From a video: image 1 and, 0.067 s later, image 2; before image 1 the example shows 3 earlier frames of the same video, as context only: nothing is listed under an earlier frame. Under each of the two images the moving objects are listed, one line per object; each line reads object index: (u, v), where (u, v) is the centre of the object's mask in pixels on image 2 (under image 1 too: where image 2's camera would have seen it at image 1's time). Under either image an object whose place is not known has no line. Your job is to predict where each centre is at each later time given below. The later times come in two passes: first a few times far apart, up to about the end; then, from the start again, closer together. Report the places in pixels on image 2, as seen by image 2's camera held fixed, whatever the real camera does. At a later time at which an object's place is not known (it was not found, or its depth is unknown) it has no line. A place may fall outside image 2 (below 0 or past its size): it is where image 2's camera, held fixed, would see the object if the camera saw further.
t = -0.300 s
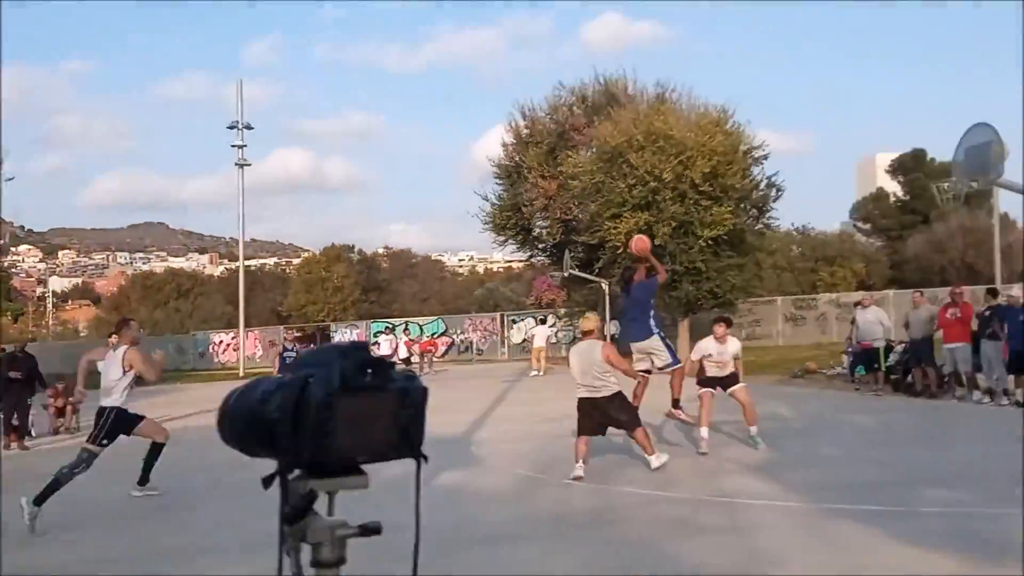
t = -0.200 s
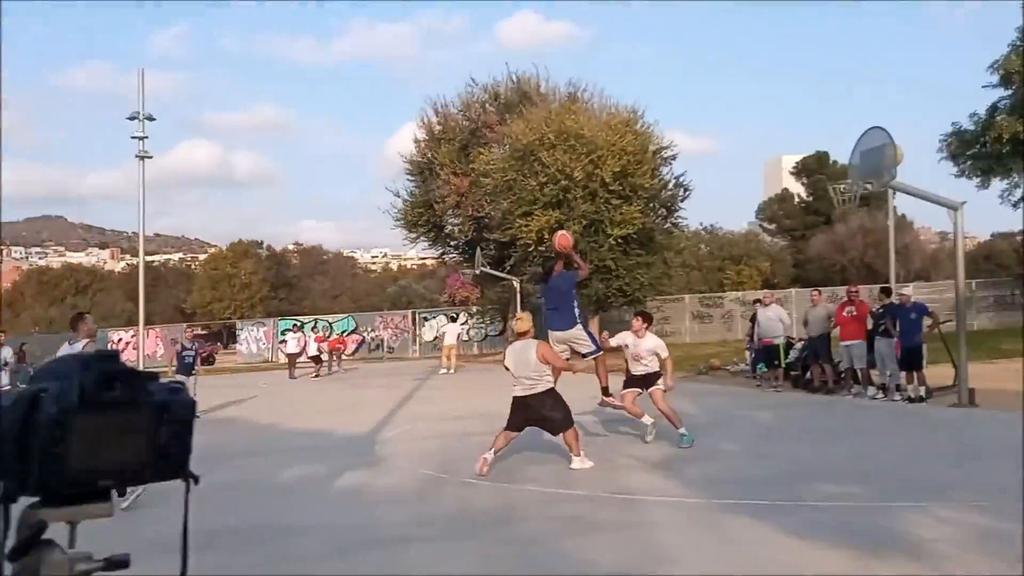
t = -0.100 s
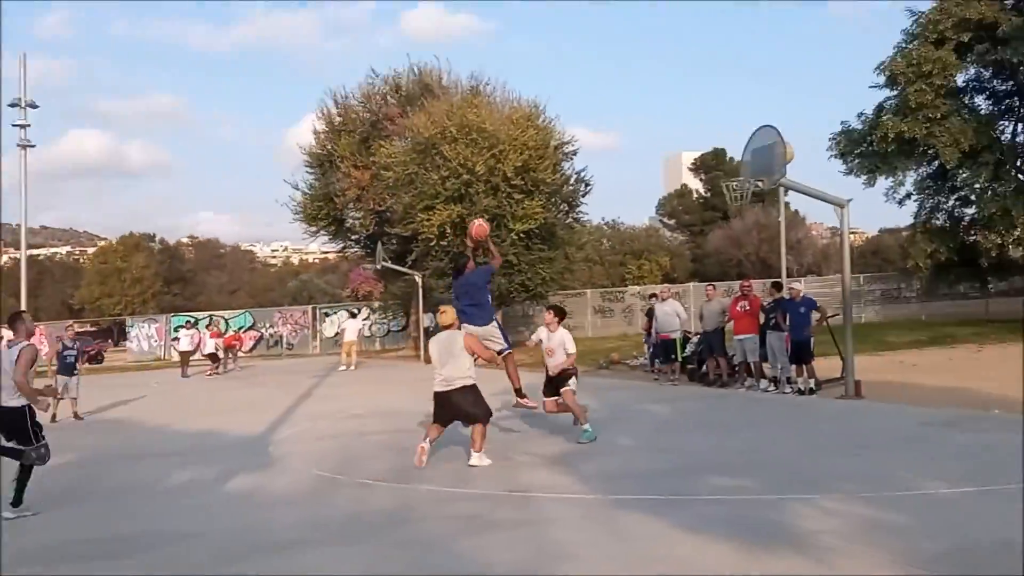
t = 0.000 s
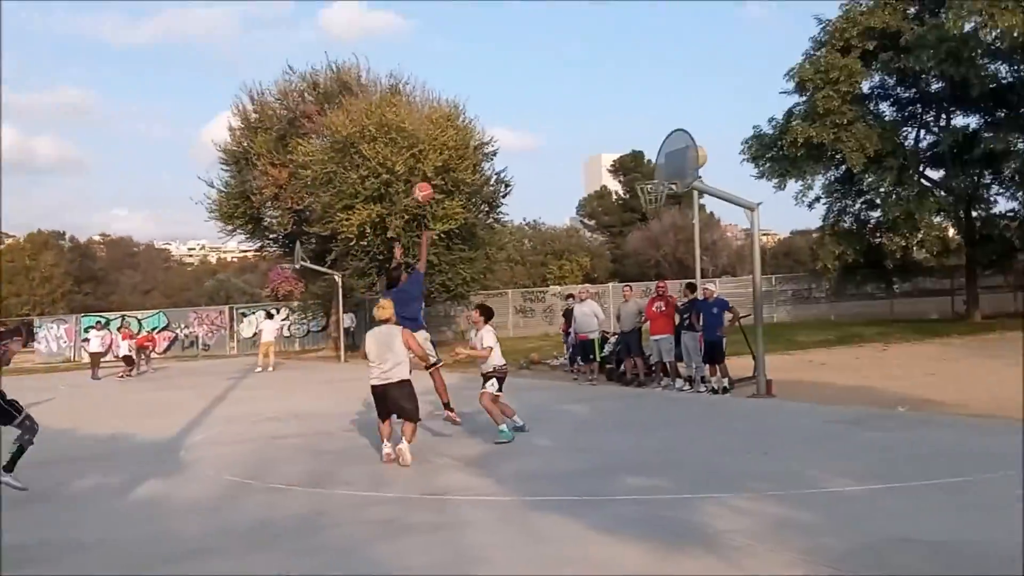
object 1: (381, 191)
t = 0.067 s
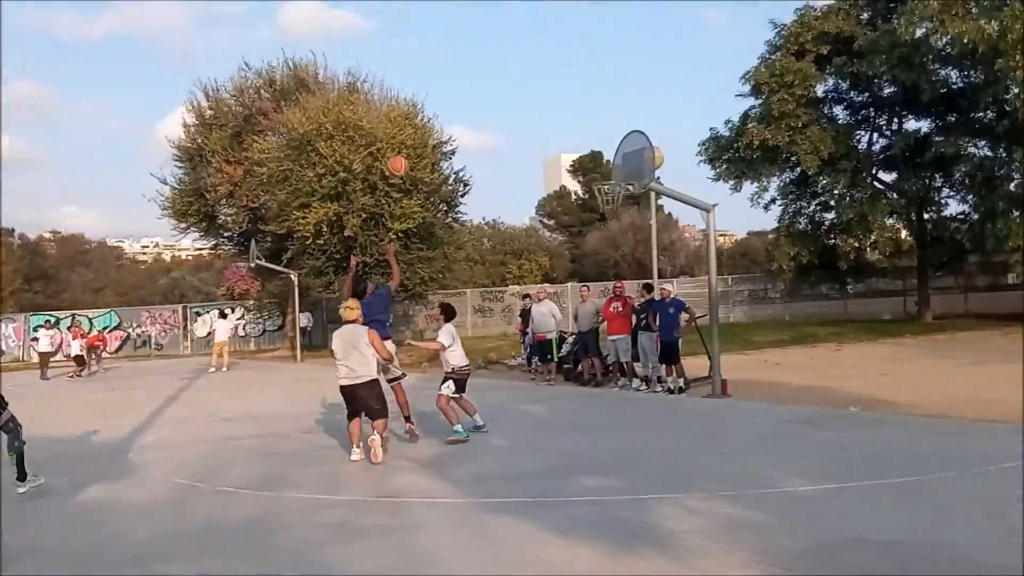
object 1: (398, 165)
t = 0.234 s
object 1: (440, 122)
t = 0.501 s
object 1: (506, 103)
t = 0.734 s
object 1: (561, 129)
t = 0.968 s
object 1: (602, 189)
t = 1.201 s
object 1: (592, 192)
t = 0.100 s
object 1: (405, 155)
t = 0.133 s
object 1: (415, 144)
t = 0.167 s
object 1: (424, 136)
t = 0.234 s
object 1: (440, 122)
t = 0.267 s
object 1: (449, 117)
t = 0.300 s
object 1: (458, 112)
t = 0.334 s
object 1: (465, 108)
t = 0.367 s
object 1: (474, 105)
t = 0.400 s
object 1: (482, 103)
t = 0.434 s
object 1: (491, 102)
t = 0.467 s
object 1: (498, 102)
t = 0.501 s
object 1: (506, 103)
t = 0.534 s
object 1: (514, 104)
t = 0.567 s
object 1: (522, 107)
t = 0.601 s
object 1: (530, 110)
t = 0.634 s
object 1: (538, 114)
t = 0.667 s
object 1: (545, 118)
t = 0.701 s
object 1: (553, 123)
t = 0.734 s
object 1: (561, 129)
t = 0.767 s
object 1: (569, 136)
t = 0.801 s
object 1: (577, 144)
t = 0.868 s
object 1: (594, 162)
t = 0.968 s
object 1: (602, 189)
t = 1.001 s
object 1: (599, 194)
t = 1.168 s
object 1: (592, 192)
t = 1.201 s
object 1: (592, 192)
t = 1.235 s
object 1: (592, 193)
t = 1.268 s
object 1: (593, 193)
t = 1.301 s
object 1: (597, 195)
